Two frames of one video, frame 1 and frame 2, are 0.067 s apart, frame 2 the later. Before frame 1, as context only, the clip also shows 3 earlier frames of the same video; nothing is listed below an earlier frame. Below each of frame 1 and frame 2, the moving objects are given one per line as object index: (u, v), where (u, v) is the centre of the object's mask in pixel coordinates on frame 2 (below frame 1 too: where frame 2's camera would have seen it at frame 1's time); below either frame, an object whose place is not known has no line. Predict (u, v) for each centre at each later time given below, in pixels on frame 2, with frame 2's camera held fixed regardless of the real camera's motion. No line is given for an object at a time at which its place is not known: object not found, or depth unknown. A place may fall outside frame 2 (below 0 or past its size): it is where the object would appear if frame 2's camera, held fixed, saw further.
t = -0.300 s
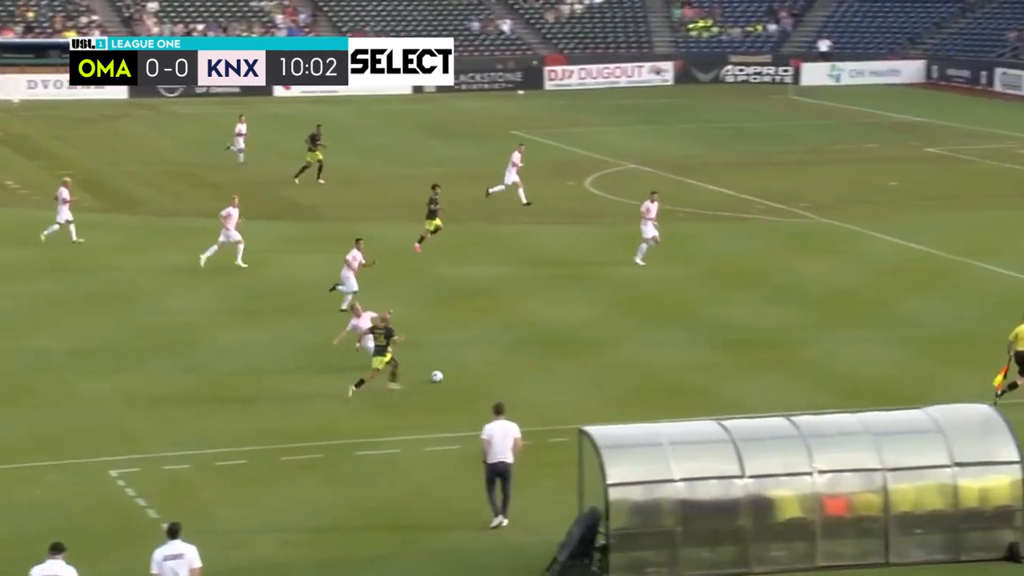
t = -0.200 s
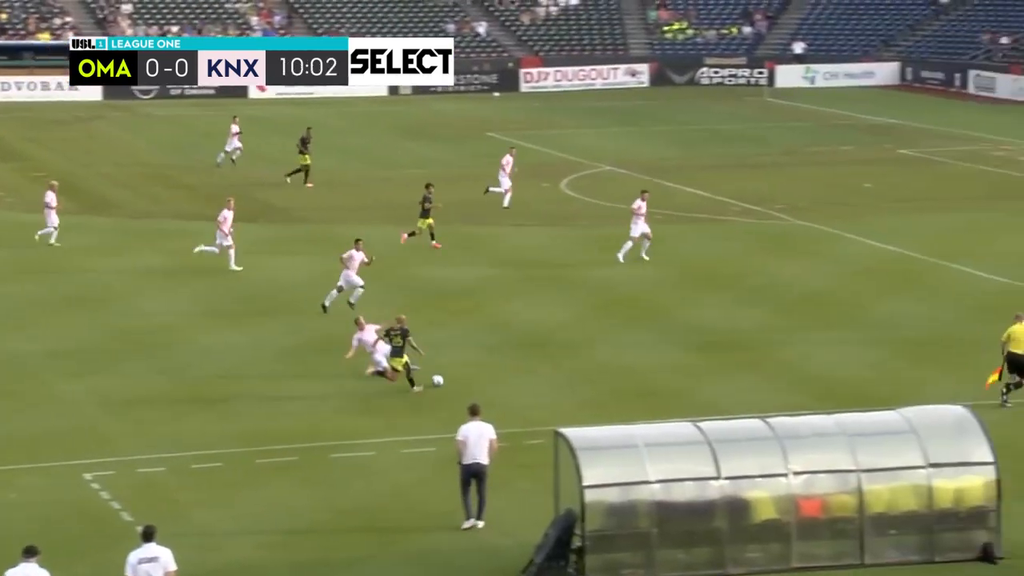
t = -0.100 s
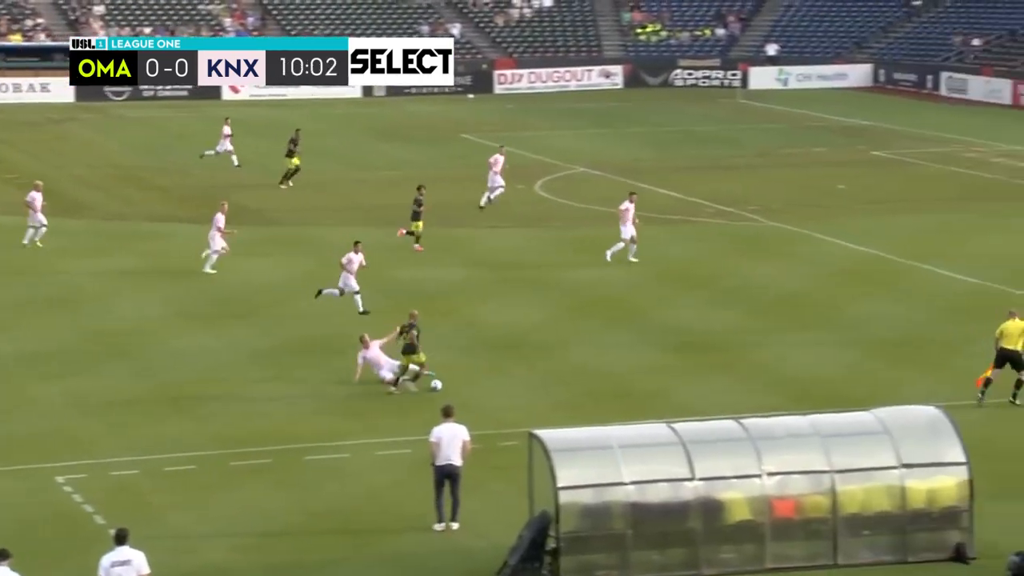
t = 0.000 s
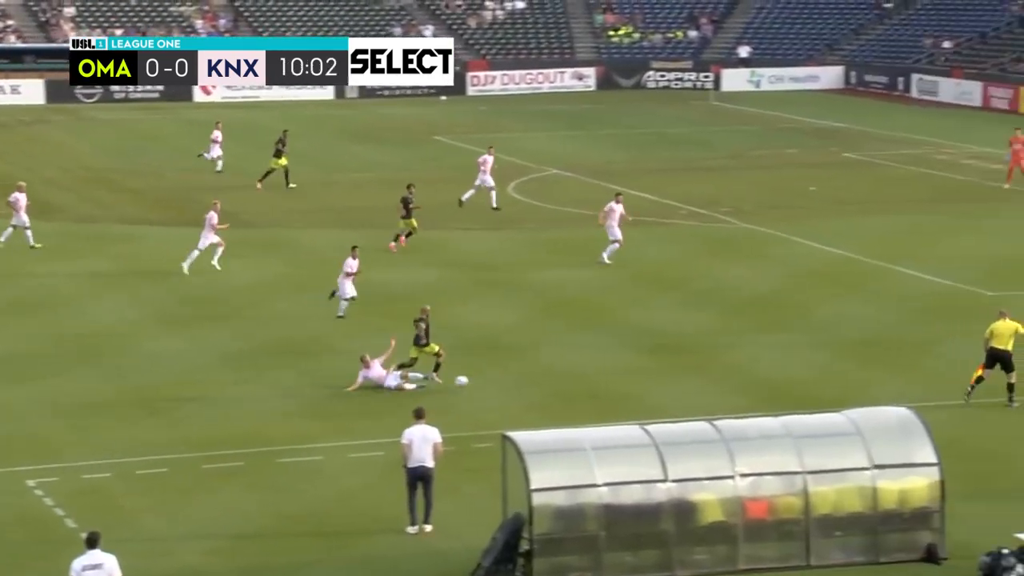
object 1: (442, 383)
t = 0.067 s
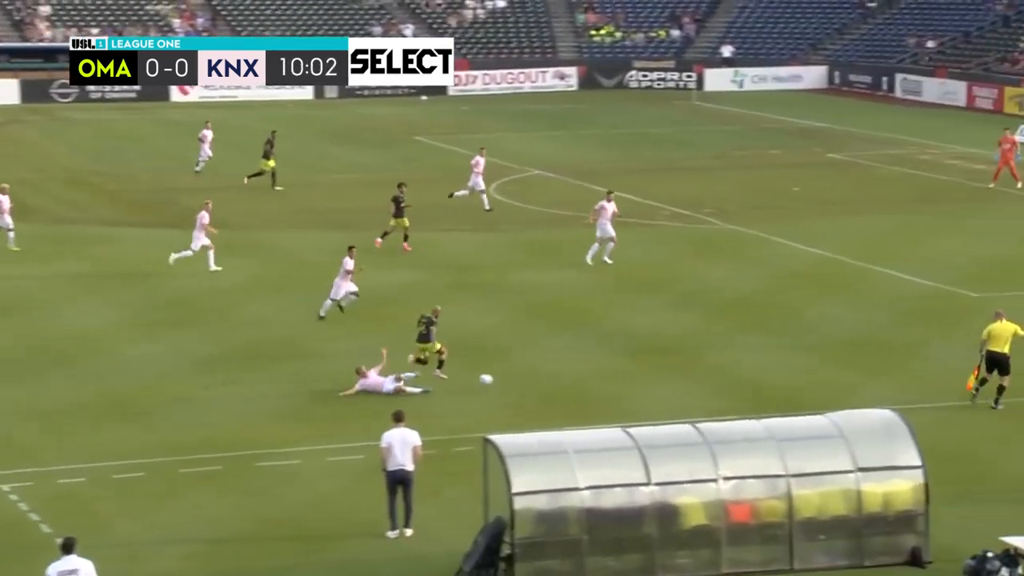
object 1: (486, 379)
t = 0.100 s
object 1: (508, 378)
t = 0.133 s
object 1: (528, 378)
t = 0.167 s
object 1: (550, 378)
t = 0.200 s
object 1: (571, 378)
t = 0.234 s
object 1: (592, 379)
